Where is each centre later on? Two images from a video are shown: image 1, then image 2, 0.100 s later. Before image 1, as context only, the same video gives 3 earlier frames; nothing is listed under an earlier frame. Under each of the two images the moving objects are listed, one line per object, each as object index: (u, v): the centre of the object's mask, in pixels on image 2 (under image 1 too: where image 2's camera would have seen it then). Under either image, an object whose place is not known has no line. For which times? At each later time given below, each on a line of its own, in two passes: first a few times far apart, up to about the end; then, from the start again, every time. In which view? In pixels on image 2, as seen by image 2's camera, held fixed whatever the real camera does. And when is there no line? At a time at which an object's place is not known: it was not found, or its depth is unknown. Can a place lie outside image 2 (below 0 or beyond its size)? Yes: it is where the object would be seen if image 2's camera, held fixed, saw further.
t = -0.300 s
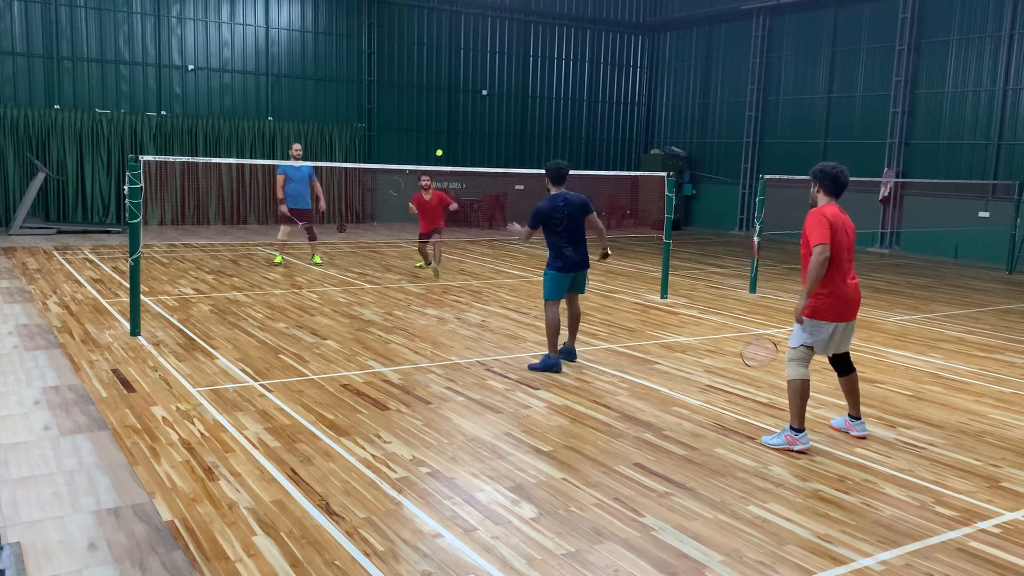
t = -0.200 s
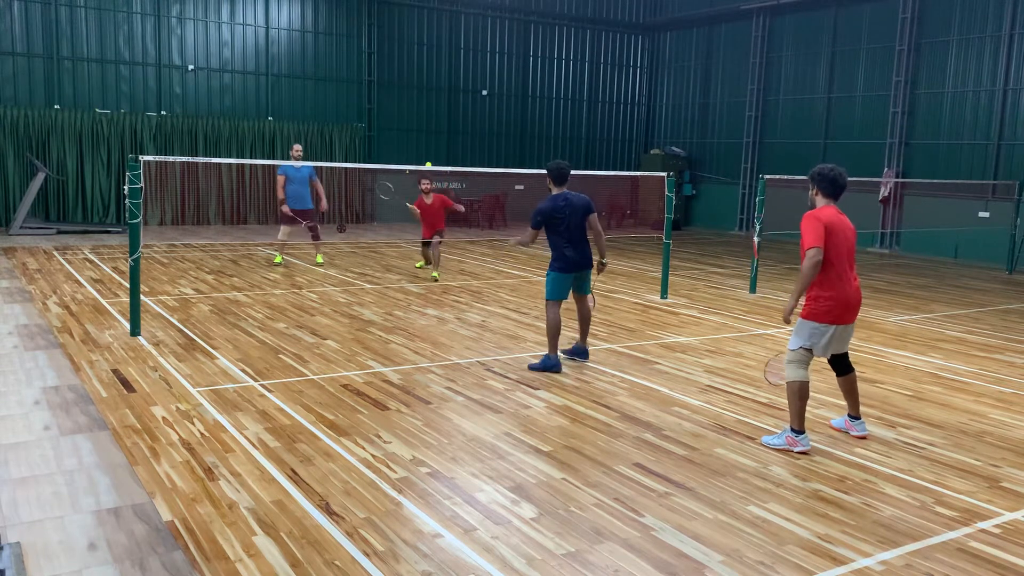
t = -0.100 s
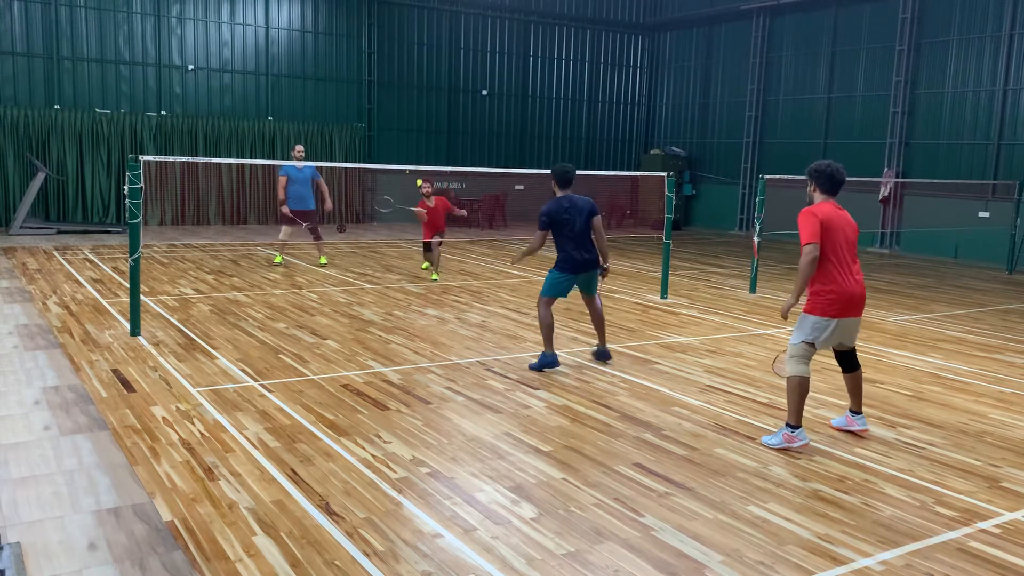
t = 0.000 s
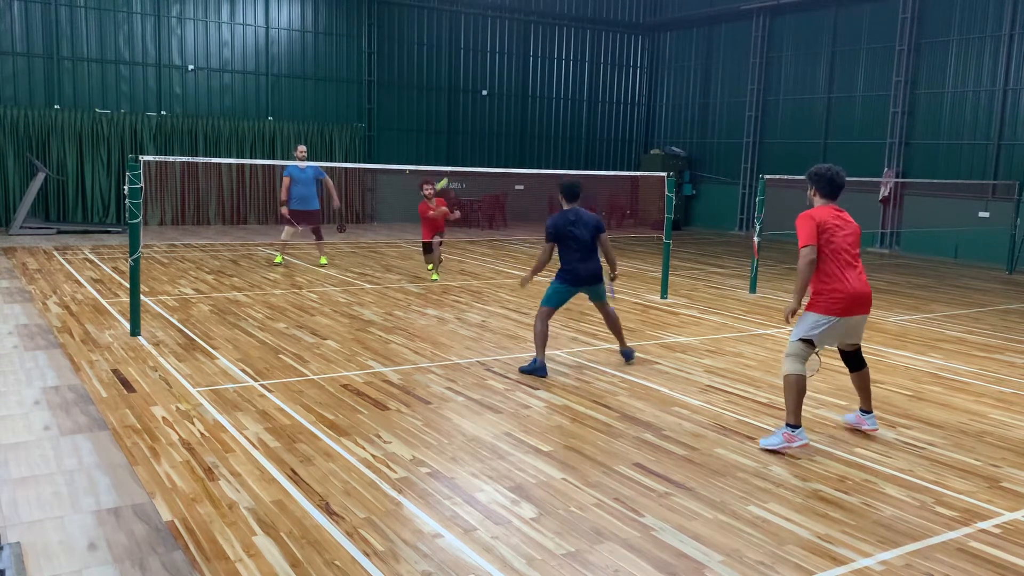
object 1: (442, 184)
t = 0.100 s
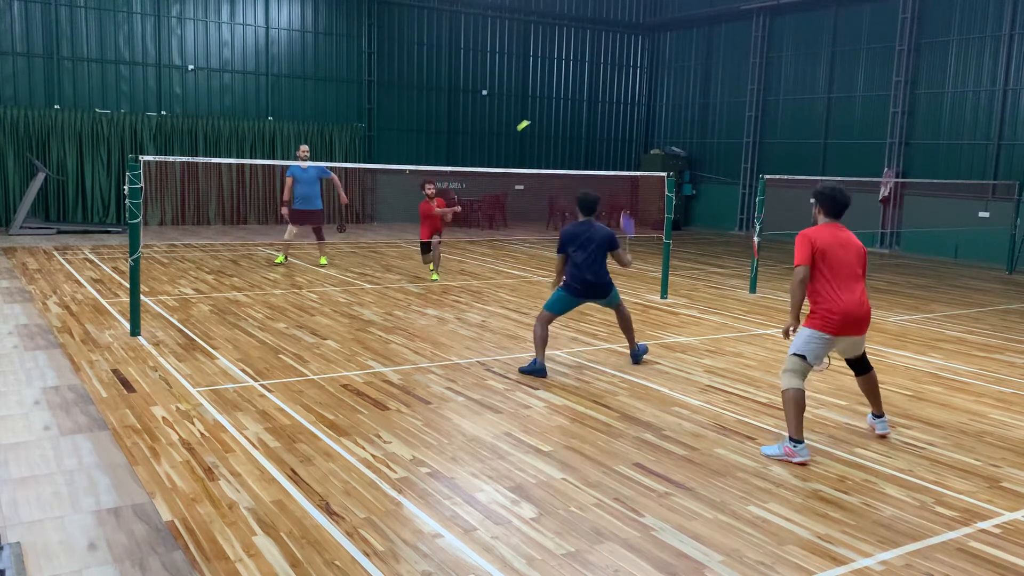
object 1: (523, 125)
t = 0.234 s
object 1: (624, 72)
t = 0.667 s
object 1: (899, 37)
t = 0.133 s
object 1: (549, 108)
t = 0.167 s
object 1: (575, 97)
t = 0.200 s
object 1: (600, 84)
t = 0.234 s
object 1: (624, 72)
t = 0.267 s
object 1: (647, 61)
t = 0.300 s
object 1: (670, 52)
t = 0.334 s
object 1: (693, 44)
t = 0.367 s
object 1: (715, 38)
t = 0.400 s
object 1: (737, 33)
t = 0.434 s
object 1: (758, 29)
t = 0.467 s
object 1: (780, 26)
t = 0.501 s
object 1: (800, 25)
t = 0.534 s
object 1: (821, 25)
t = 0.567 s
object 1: (841, 26)
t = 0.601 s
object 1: (861, 29)
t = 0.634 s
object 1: (880, 33)
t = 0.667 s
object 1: (899, 37)
